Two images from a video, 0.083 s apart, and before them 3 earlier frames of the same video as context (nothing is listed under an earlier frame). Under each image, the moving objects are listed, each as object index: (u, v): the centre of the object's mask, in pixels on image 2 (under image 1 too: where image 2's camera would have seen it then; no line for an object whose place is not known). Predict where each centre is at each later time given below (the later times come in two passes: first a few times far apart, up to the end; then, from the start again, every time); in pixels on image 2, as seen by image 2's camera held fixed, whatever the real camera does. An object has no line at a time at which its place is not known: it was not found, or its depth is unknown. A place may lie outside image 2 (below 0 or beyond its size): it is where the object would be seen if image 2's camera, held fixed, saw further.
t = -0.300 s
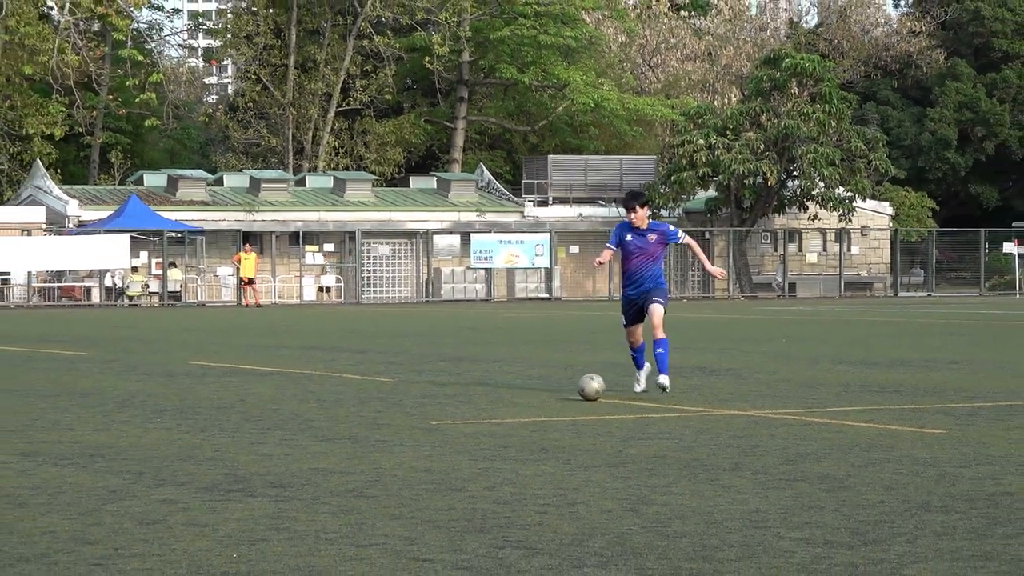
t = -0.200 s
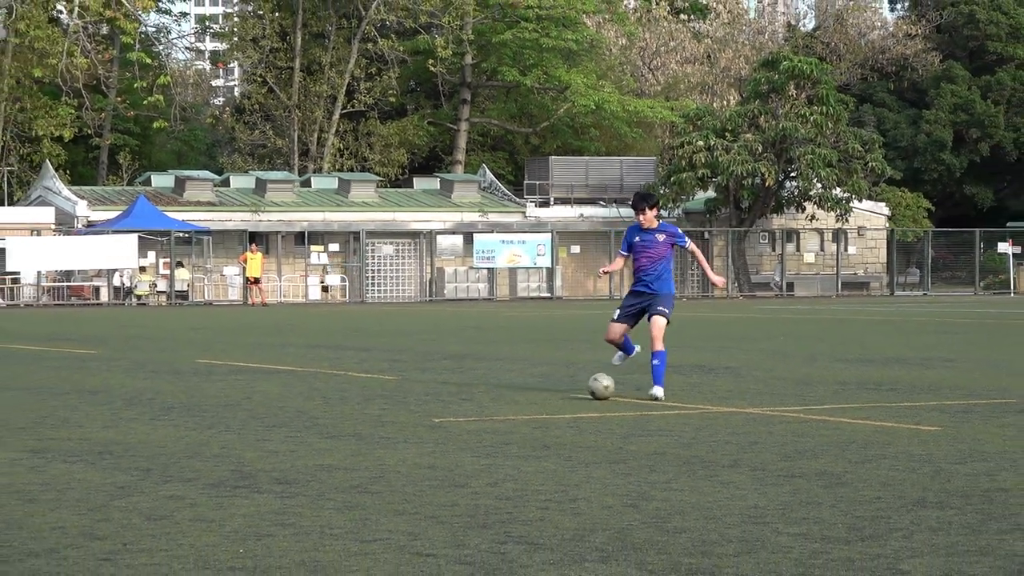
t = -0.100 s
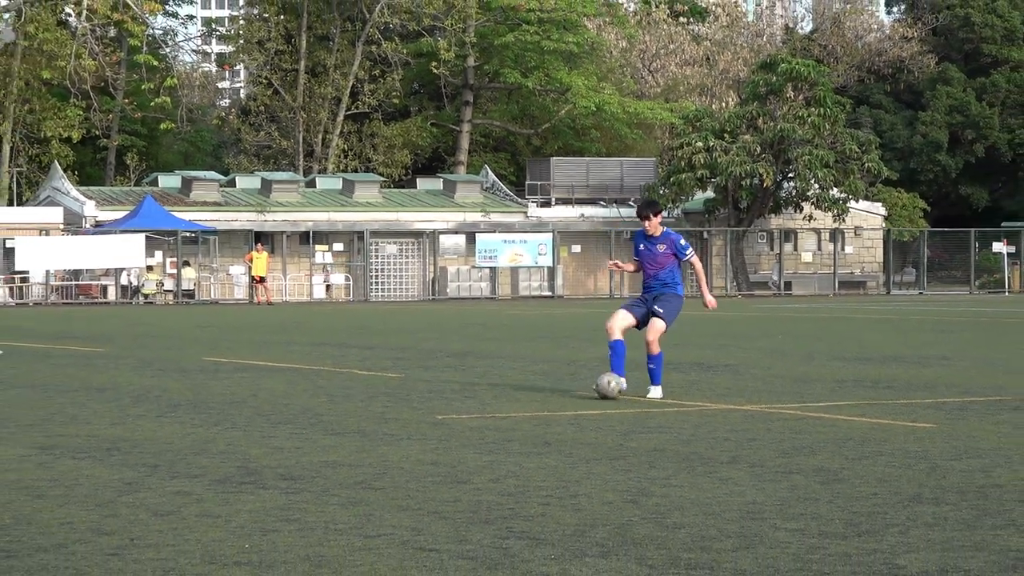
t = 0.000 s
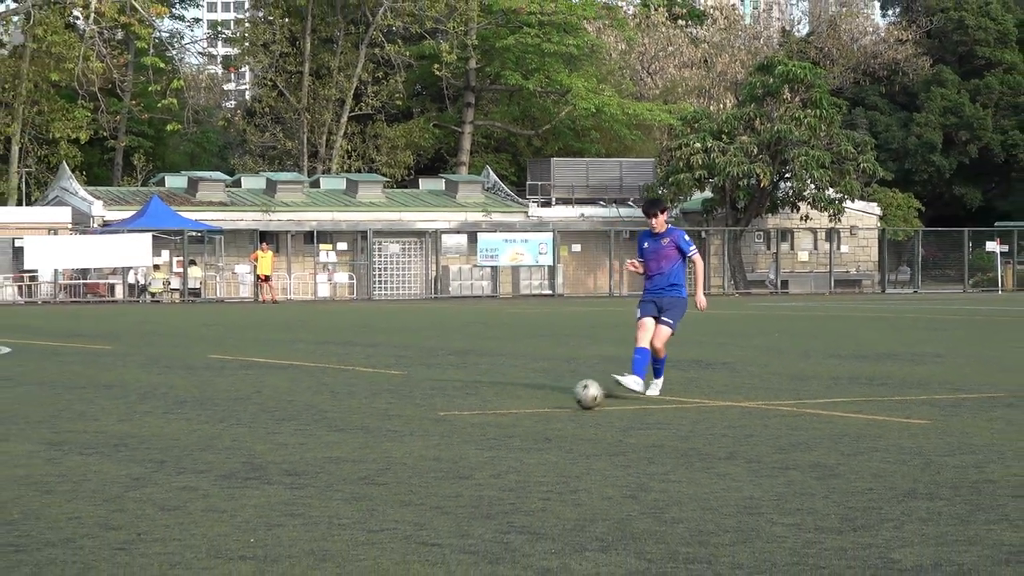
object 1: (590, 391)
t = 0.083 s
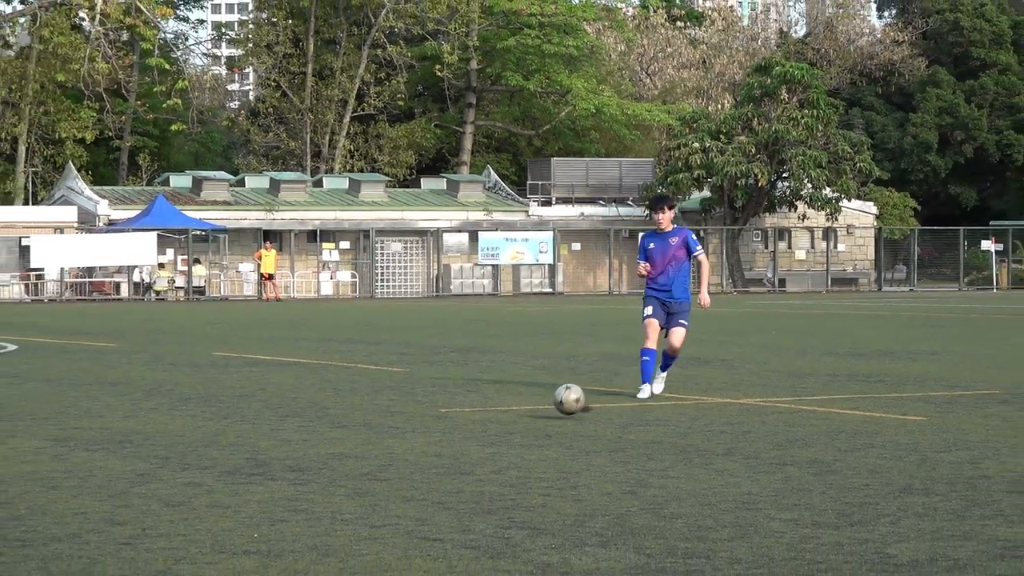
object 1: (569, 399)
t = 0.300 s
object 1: (508, 440)
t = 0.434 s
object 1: (463, 471)
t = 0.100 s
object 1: (565, 401)
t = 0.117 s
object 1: (561, 403)
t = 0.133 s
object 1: (556, 406)
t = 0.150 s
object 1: (552, 409)
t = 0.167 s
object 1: (547, 413)
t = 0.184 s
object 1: (543, 416)
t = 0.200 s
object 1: (538, 421)
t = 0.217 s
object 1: (533, 425)
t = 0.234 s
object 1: (528, 428)
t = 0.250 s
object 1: (524, 430)
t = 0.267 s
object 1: (519, 433)
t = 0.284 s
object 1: (514, 436)
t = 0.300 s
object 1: (508, 440)
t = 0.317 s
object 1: (503, 446)
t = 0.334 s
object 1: (497, 451)
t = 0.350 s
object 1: (491, 456)
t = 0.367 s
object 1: (486, 459)
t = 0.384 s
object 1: (481, 461)
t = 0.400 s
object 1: (475, 464)
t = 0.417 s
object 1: (469, 467)
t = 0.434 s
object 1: (463, 471)
